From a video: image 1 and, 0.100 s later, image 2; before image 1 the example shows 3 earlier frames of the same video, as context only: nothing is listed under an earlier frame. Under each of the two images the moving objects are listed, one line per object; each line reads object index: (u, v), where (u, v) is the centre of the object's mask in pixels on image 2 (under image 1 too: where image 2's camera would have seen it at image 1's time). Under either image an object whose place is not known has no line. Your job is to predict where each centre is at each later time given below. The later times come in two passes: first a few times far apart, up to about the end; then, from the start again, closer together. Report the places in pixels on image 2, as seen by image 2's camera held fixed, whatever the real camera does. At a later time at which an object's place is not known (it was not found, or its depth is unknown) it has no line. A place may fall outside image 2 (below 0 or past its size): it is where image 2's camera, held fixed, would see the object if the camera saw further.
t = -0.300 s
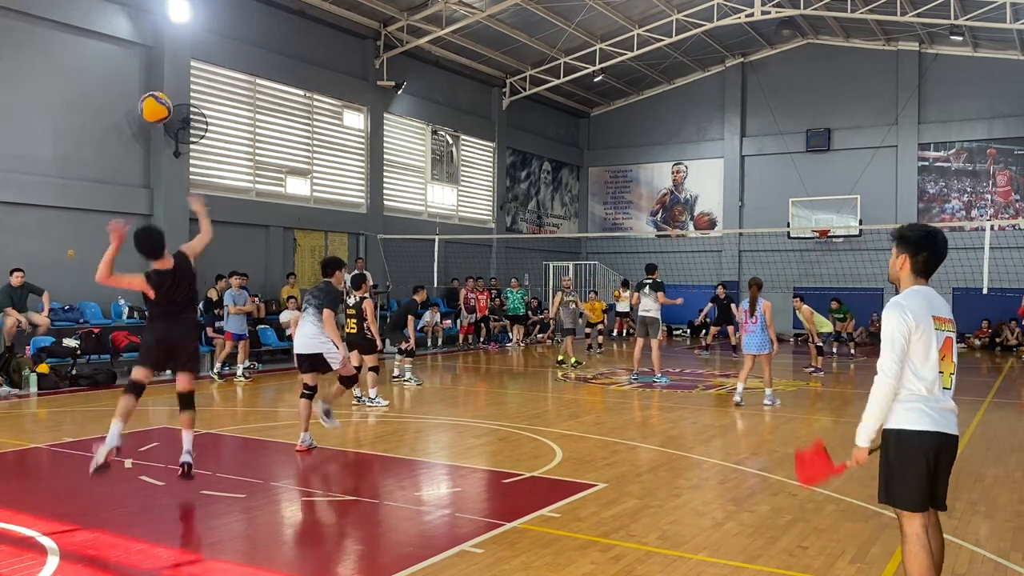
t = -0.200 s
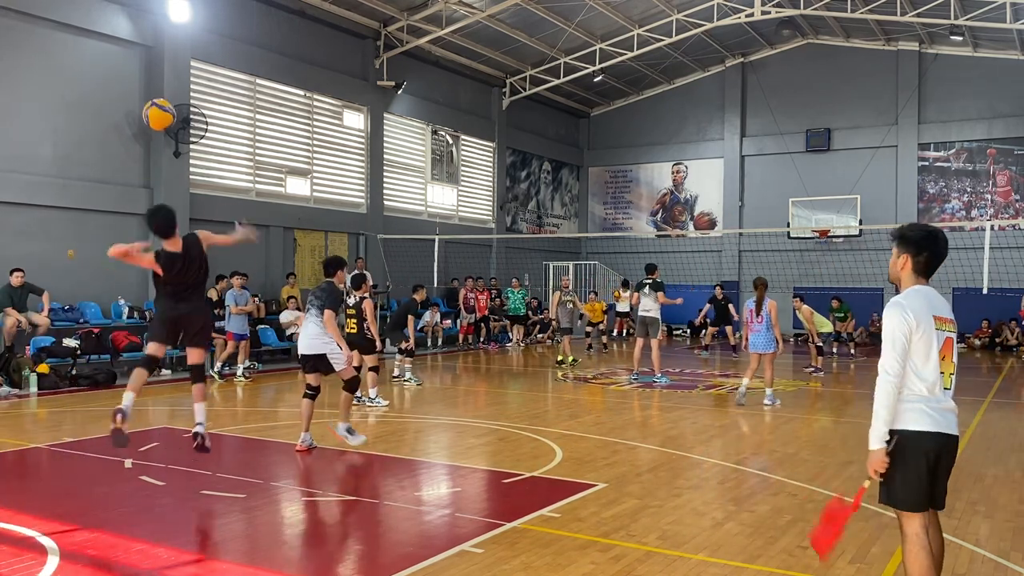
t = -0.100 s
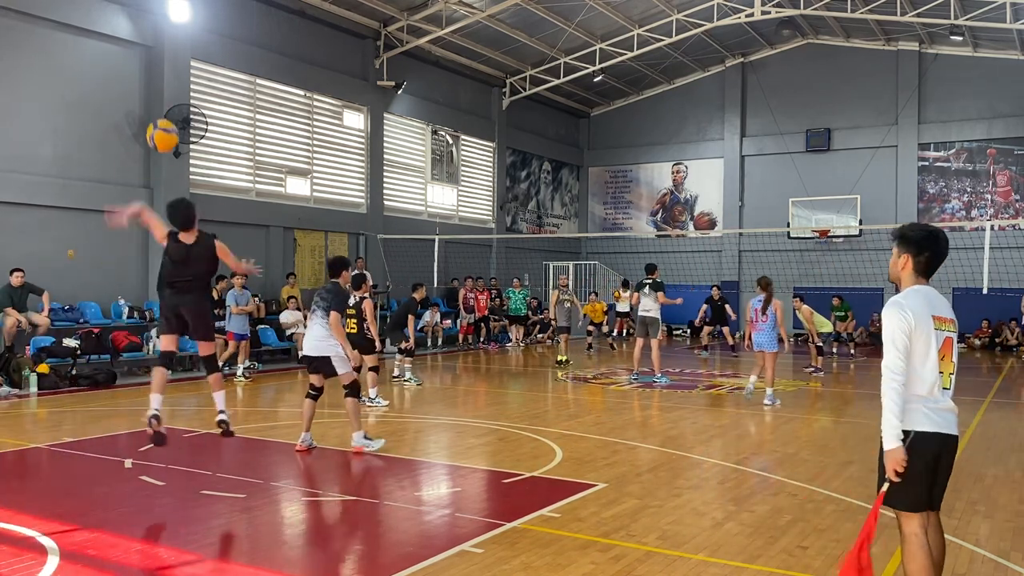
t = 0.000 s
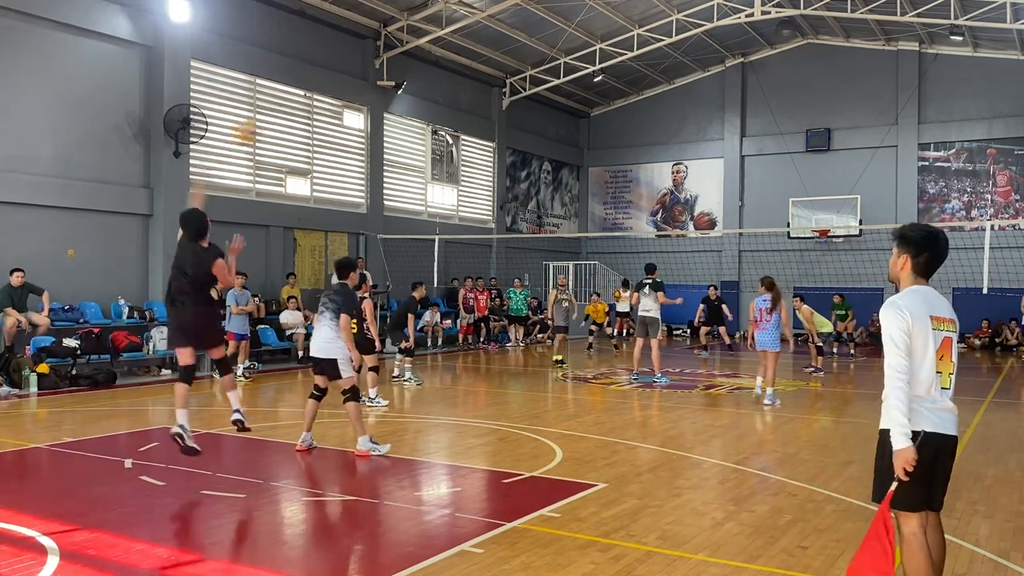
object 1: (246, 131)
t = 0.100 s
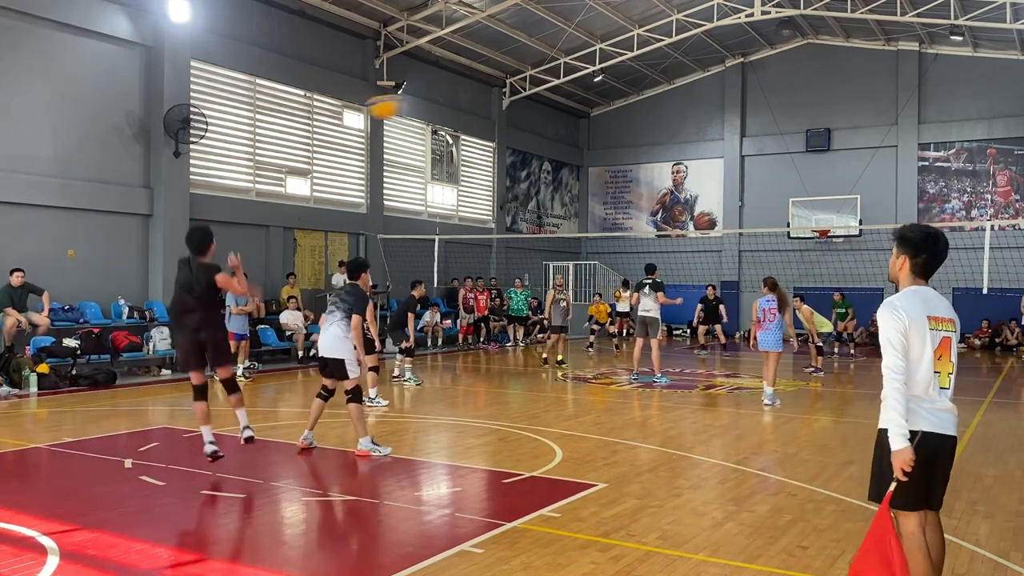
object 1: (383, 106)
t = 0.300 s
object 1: (582, 100)
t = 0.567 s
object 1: (749, 144)
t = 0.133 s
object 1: (426, 103)
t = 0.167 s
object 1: (460, 99)
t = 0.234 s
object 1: (524, 98)
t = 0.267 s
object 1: (554, 99)
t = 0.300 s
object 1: (582, 100)
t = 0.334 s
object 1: (606, 104)
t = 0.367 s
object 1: (631, 106)
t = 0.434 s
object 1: (675, 116)
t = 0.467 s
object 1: (695, 123)
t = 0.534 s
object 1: (732, 136)
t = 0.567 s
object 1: (749, 144)
